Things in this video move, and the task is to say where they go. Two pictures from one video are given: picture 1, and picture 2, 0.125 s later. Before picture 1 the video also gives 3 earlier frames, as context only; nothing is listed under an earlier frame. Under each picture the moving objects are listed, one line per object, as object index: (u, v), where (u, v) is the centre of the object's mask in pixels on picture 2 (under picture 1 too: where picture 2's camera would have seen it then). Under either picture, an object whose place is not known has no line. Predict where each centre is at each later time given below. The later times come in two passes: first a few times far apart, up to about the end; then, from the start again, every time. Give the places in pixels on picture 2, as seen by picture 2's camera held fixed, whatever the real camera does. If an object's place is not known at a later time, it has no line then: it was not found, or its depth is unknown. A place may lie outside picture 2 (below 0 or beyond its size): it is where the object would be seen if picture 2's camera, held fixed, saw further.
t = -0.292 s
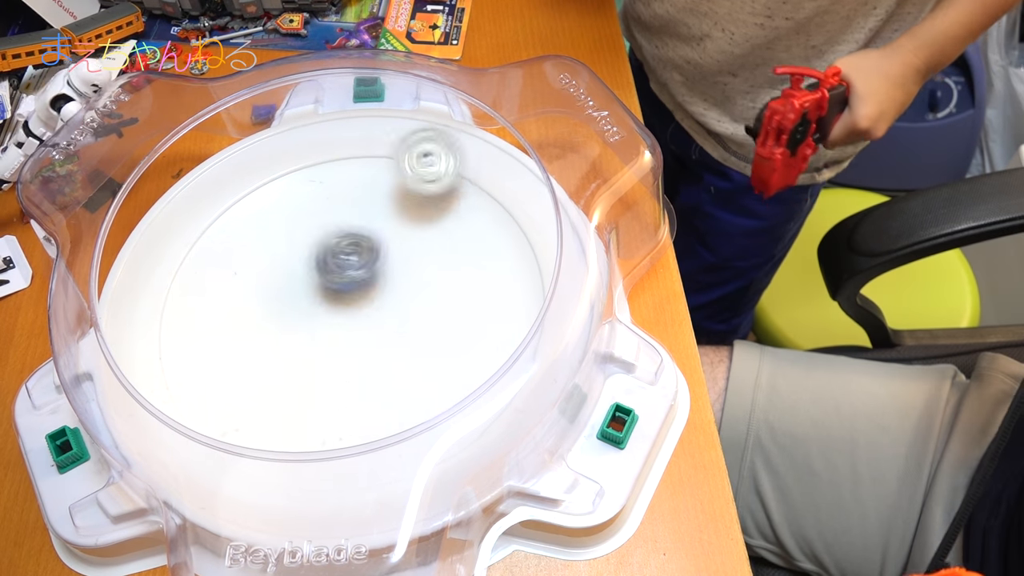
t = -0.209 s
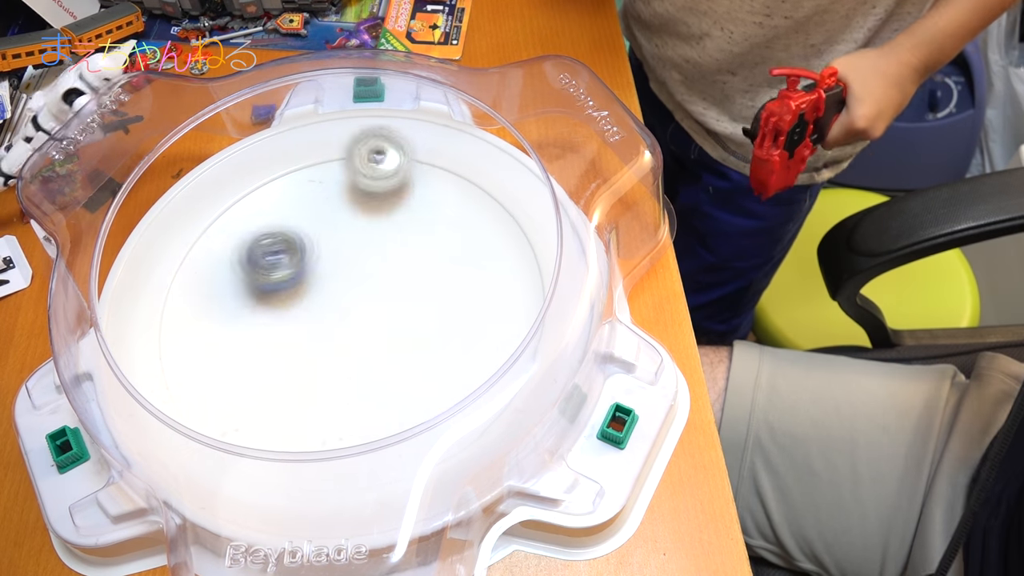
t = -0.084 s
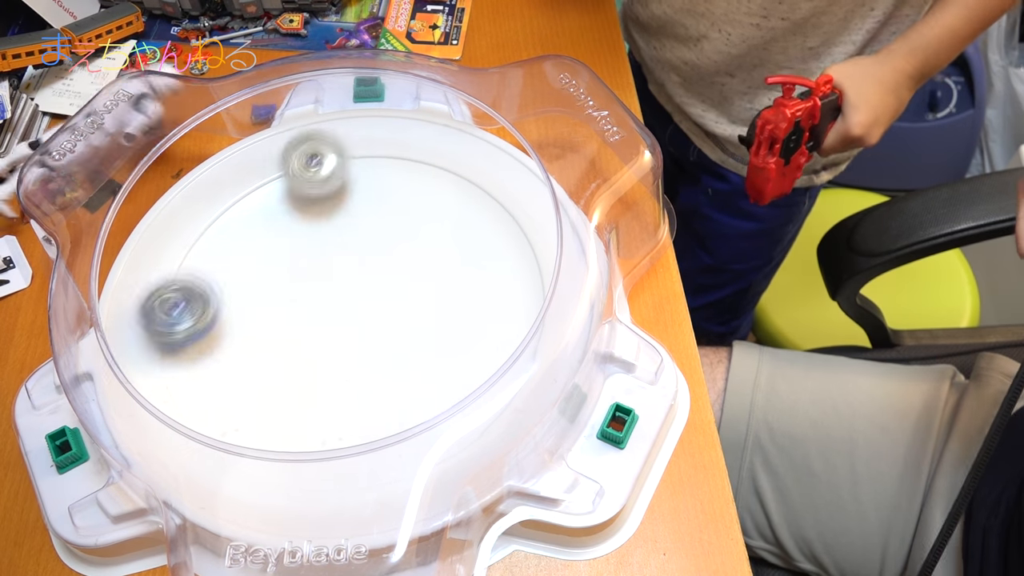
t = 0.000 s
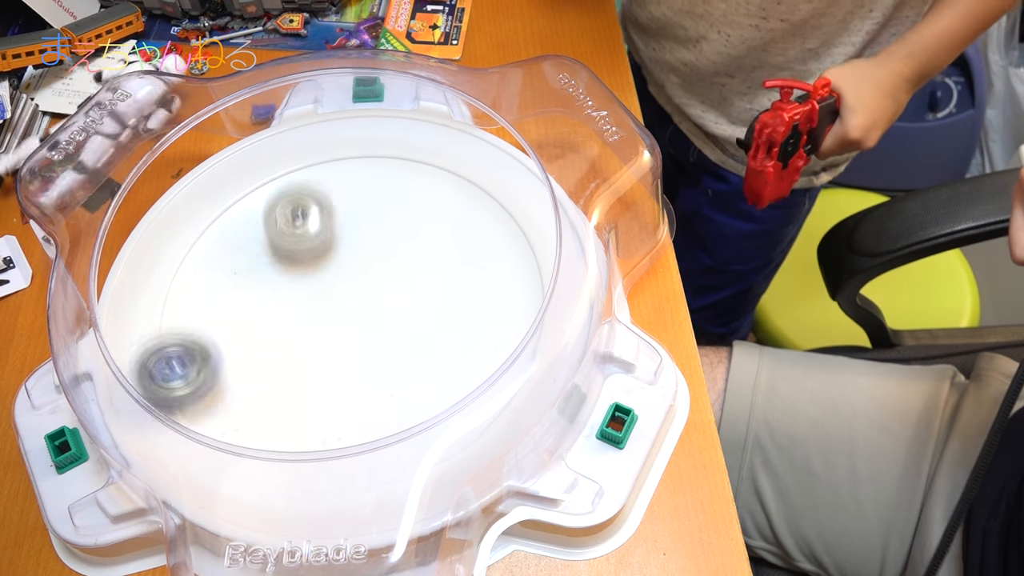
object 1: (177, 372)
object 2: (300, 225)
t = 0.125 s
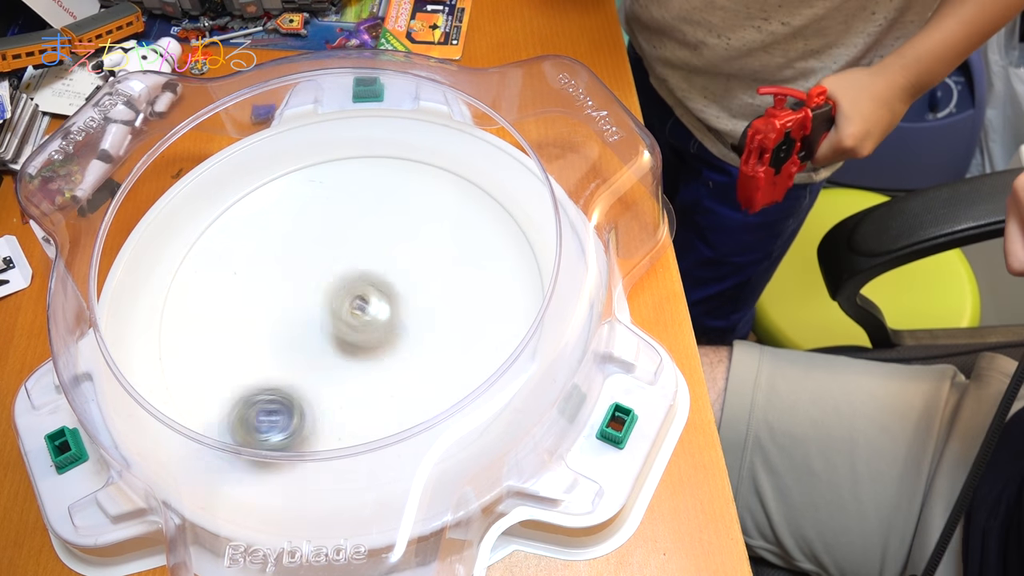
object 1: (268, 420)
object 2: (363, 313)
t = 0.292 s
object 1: (400, 340)
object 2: (514, 303)
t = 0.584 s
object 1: (288, 172)
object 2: (423, 185)
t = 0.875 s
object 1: (196, 331)
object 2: (455, 323)
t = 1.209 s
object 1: (418, 320)
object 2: (477, 217)
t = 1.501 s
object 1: (350, 288)
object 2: (303, 232)
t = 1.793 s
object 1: (448, 383)
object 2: (337, 366)
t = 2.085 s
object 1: (522, 319)
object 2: (276, 269)
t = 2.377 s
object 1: (350, 272)
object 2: (319, 350)
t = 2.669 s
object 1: (181, 297)
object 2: (358, 195)
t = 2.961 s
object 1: (237, 401)
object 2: (304, 283)
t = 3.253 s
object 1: (323, 443)
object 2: (432, 162)
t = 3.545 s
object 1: (398, 347)
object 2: (425, 196)
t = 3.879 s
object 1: (396, 297)
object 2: (463, 215)
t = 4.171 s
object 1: (302, 306)
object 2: (451, 294)
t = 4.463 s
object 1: (279, 274)
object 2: (459, 309)
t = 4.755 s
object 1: (331, 285)
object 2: (335, 366)
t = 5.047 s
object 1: (333, 328)
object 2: (291, 409)
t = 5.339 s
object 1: (319, 299)
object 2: (310, 369)
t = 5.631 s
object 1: (364, 231)
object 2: (309, 340)
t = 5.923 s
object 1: (369, 245)
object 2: (281, 277)
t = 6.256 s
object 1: (372, 244)
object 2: (321, 288)
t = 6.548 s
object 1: (369, 239)
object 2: (396, 291)
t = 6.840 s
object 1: (396, 220)
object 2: (361, 346)
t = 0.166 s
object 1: (311, 415)
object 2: (400, 327)
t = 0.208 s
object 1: (346, 396)
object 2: (441, 329)
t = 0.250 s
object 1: (378, 369)
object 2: (481, 323)
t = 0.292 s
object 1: (400, 340)
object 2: (514, 303)
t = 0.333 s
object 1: (413, 307)
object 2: (526, 271)
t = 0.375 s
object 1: (416, 274)
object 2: (522, 246)
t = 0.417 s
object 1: (411, 245)
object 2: (494, 223)
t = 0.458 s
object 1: (394, 218)
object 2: (473, 202)
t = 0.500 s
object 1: (356, 193)
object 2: (469, 183)
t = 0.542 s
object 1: (321, 178)
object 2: (442, 182)
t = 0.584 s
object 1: (288, 172)
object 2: (423, 185)
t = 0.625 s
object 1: (255, 176)
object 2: (408, 196)
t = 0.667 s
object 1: (230, 198)
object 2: (400, 215)
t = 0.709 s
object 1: (211, 221)
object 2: (398, 244)
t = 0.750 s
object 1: (193, 245)
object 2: (403, 267)
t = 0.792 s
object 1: (181, 272)
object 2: (415, 293)
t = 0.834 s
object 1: (180, 301)
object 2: (433, 312)
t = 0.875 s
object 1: (196, 331)
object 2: (455, 323)
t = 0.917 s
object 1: (222, 352)
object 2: (481, 329)
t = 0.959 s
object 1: (256, 366)
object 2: (506, 323)
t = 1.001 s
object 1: (294, 371)
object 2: (517, 308)
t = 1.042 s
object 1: (333, 366)
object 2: (510, 289)
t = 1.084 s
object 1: (369, 354)
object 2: (496, 271)
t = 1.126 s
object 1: (401, 339)
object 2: (483, 257)
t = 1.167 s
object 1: (426, 318)
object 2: (468, 253)
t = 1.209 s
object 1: (418, 320)
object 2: (477, 217)
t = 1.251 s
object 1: (409, 319)
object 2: (479, 186)
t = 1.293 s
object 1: (405, 314)
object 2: (451, 170)
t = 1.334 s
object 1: (401, 303)
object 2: (420, 159)
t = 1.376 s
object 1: (392, 293)
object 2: (387, 157)
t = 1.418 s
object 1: (379, 287)
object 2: (352, 171)
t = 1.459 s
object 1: (363, 286)
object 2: (323, 195)
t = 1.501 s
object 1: (350, 288)
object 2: (303, 232)
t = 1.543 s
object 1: (350, 312)
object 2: (280, 246)
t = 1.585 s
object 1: (353, 334)
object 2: (267, 266)
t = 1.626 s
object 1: (360, 353)
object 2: (262, 296)
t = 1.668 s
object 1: (373, 369)
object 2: (270, 325)
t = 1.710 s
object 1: (390, 380)
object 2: (292, 353)
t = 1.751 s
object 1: (409, 386)
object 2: (325, 370)
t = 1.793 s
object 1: (448, 383)
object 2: (337, 366)
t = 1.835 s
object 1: (496, 393)
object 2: (342, 351)
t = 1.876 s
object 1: (517, 382)
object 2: (346, 332)
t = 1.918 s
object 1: (540, 370)
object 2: (343, 312)
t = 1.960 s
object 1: (552, 361)
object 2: (333, 294)
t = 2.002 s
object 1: (548, 347)
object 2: (317, 279)
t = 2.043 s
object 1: (537, 333)
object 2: (298, 270)
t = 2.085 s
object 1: (522, 319)
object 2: (276, 269)
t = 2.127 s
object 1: (503, 306)
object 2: (255, 275)
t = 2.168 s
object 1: (478, 294)
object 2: (240, 289)
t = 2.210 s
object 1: (454, 286)
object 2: (233, 310)
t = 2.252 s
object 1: (428, 280)
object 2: (238, 331)
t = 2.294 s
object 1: (403, 277)
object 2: (256, 346)
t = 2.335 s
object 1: (376, 274)
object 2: (287, 353)
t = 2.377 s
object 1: (350, 272)
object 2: (319, 350)
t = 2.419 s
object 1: (322, 269)
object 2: (353, 334)
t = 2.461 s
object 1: (297, 270)
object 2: (379, 313)
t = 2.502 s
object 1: (271, 272)
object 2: (395, 287)
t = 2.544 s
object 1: (246, 275)
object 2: (400, 259)
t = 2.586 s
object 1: (222, 280)
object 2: (397, 232)
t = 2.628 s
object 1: (199, 287)
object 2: (381, 211)
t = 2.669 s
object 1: (181, 297)
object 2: (358, 195)
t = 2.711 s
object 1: (168, 309)
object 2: (329, 189)
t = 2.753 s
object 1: (166, 326)
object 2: (298, 194)
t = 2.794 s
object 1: (176, 341)
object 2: (272, 214)
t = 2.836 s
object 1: (193, 354)
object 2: (254, 242)
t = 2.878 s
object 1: (219, 363)
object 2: (248, 274)
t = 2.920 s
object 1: (237, 371)
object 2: (262, 296)
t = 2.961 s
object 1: (237, 401)
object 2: (304, 283)
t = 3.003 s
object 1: (239, 425)
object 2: (340, 268)
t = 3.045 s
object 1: (246, 440)
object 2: (368, 250)
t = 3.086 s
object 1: (255, 451)
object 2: (392, 230)
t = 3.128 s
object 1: (268, 456)
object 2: (413, 206)
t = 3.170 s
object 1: (287, 453)
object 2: (428, 184)
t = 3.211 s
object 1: (304, 450)
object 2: (439, 160)
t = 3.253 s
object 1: (323, 443)
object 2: (432, 162)
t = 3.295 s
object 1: (339, 431)
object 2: (424, 164)
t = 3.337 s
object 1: (350, 415)
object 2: (420, 164)
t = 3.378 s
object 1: (361, 405)
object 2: (419, 166)
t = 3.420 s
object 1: (370, 393)
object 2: (420, 169)
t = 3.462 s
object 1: (381, 379)
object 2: (422, 175)
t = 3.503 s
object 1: (390, 364)
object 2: (423, 183)
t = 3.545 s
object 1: (398, 347)
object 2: (425, 196)
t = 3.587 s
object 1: (408, 330)
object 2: (426, 210)
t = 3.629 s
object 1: (417, 315)
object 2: (430, 227)
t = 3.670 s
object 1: (417, 307)
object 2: (440, 234)
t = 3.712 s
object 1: (413, 309)
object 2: (453, 227)
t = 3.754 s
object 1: (411, 306)
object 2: (463, 220)
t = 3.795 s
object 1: (409, 303)
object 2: (468, 215)
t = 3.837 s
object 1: (404, 299)
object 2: (467, 214)
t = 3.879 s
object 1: (396, 297)
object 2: (463, 215)
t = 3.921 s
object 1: (387, 295)
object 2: (455, 220)
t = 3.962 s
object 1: (374, 297)
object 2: (445, 230)
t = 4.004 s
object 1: (366, 297)
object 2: (433, 244)
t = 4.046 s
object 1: (356, 301)
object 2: (422, 262)
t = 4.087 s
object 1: (331, 303)
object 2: (427, 276)
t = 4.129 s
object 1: (314, 306)
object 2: (438, 286)
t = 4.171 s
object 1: (302, 306)
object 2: (451, 294)
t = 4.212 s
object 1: (295, 303)
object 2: (462, 299)
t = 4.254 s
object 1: (286, 300)
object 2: (472, 302)
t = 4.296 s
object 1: (280, 293)
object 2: (477, 304)
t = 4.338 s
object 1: (277, 289)
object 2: (477, 304)
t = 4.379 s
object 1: (275, 285)
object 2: (474, 305)
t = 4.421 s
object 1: (276, 280)
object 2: (468, 307)
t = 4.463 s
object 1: (279, 274)
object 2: (459, 309)
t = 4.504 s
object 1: (287, 269)
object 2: (445, 313)
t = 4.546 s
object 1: (296, 266)
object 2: (428, 317)
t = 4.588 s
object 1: (304, 269)
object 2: (409, 324)
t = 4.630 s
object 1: (308, 271)
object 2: (390, 332)
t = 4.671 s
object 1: (314, 273)
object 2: (370, 343)
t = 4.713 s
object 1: (324, 277)
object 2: (351, 354)
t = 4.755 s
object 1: (331, 285)
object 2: (335, 366)
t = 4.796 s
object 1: (335, 295)
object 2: (321, 376)
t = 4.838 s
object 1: (336, 301)
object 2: (311, 387)
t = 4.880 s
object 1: (339, 310)
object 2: (304, 394)
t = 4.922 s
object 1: (338, 319)
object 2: (300, 399)
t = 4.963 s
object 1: (333, 328)
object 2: (298, 400)
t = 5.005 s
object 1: (330, 335)
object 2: (296, 402)
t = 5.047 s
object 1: (333, 328)
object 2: (291, 409)
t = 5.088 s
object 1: (331, 327)
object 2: (290, 413)
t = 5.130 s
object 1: (325, 325)
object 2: (289, 414)
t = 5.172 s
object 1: (321, 319)
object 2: (293, 413)
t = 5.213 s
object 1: (320, 316)
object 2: (298, 409)
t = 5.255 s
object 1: (318, 313)
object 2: (303, 397)
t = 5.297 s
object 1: (316, 305)
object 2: (308, 384)
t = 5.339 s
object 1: (319, 299)
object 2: (310, 369)
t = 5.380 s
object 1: (331, 282)
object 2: (307, 371)
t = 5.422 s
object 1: (341, 267)
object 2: (305, 370)
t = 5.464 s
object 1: (347, 253)
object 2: (304, 369)
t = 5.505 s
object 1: (354, 242)
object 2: (305, 364)
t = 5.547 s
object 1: (358, 236)
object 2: (306, 359)
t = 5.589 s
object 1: (362, 231)
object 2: (308, 351)
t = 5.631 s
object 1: (364, 231)
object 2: (309, 340)
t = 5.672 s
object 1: (366, 234)
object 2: (308, 329)
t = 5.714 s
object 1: (364, 235)
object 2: (306, 317)
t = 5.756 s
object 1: (363, 237)
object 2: (302, 304)
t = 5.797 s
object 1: (363, 239)
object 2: (296, 294)
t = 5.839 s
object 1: (368, 242)
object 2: (289, 285)
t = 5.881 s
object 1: (370, 244)
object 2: (284, 280)
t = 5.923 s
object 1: (369, 245)
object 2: (281, 277)
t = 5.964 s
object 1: (369, 245)
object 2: (280, 276)
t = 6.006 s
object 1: (369, 245)
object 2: (281, 276)
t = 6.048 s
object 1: (369, 245)
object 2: (284, 277)
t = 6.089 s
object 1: (369, 245)
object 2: (290, 278)
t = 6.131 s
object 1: (369, 245)
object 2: (298, 279)
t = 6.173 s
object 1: (370, 245)
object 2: (309, 280)
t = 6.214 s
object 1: (371, 243)
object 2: (316, 282)
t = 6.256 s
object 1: (372, 244)
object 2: (321, 288)
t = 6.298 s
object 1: (373, 244)
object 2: (330, 292)
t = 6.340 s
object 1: (373, 243)
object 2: (341, 297)
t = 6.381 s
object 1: (373, 243)
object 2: (353, 299)
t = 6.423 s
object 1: (372, 241)
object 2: (365, 300)
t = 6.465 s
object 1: (371, 240)
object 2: (377, 299)
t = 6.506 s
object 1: (370, 239)
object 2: (388, 295)
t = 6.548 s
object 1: (369, 239)
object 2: (396, 291)
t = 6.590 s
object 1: (368, 239)
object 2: (401, 285)
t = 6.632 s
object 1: (370, 238)
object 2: (400, 286)
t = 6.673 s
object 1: (386, 227)
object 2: (391, 301)
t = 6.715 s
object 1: (389, 215)
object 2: (383, 317)
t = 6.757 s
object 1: (392, 208)
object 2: (376, 328)
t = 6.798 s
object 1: (394, 214)
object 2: (372, 335)
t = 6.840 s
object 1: (396, 220)
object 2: (361, 346)
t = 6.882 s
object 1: (397, 224)
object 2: (348, 354)
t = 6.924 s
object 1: (396, 226)
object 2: (339, 360)
